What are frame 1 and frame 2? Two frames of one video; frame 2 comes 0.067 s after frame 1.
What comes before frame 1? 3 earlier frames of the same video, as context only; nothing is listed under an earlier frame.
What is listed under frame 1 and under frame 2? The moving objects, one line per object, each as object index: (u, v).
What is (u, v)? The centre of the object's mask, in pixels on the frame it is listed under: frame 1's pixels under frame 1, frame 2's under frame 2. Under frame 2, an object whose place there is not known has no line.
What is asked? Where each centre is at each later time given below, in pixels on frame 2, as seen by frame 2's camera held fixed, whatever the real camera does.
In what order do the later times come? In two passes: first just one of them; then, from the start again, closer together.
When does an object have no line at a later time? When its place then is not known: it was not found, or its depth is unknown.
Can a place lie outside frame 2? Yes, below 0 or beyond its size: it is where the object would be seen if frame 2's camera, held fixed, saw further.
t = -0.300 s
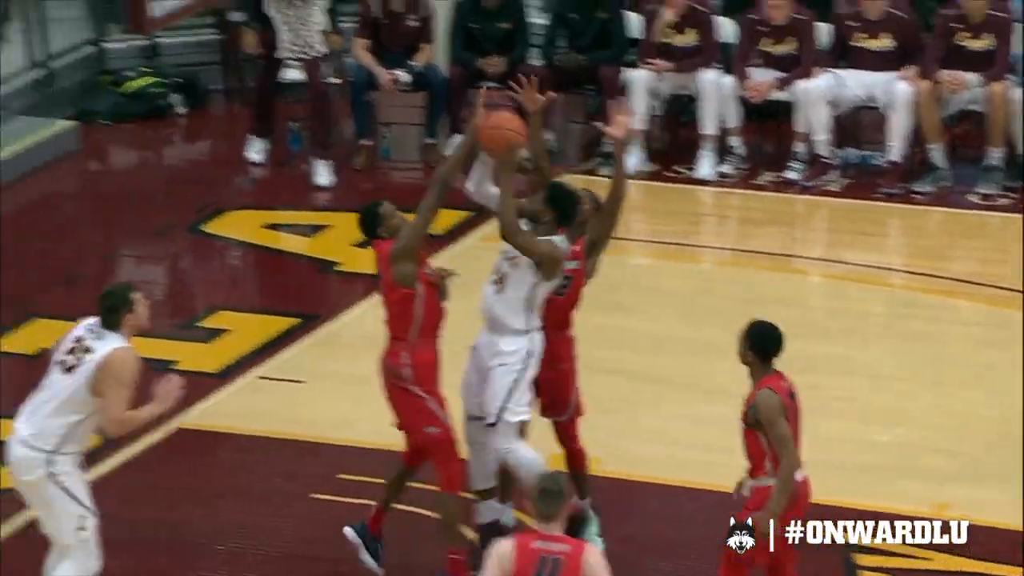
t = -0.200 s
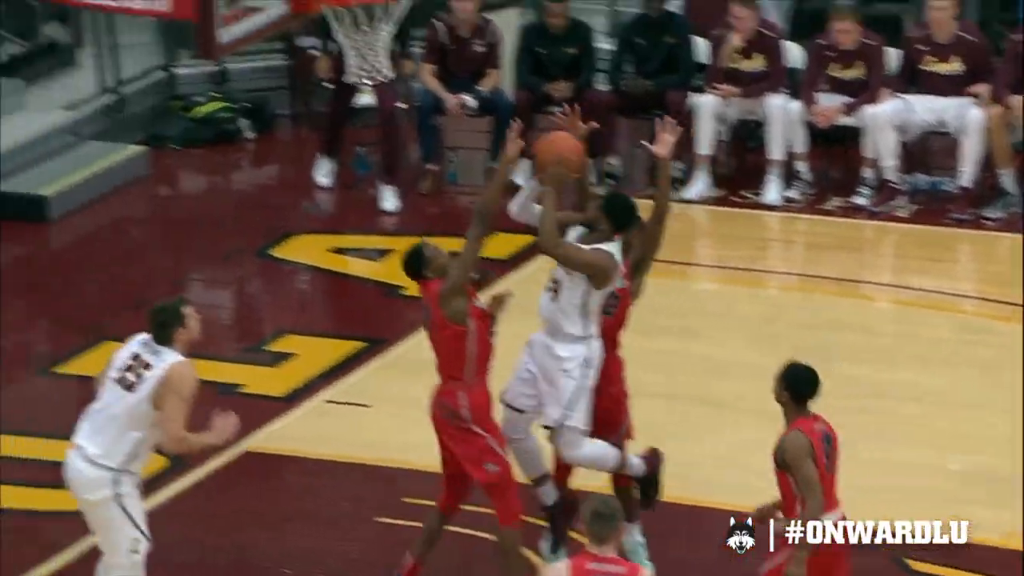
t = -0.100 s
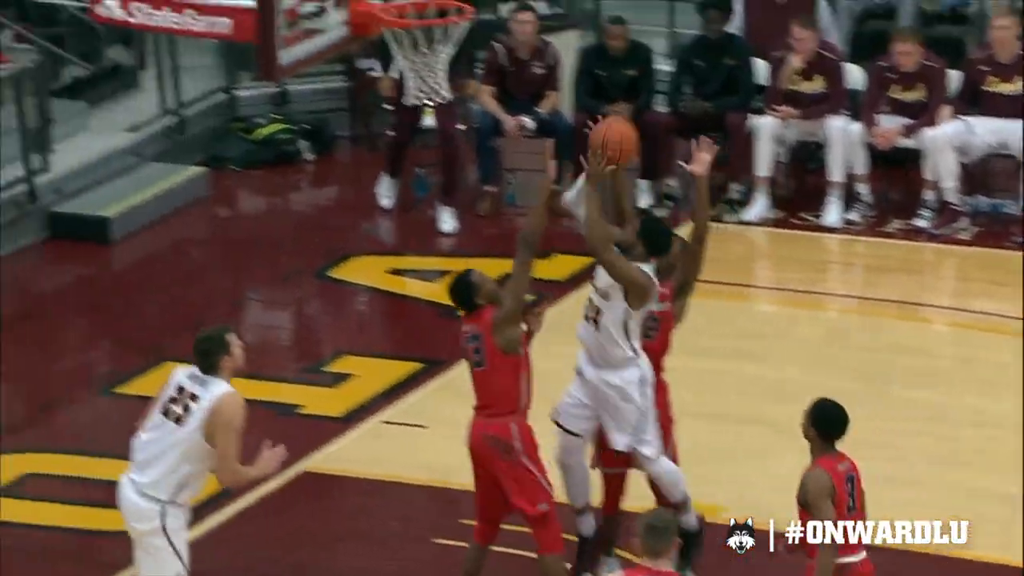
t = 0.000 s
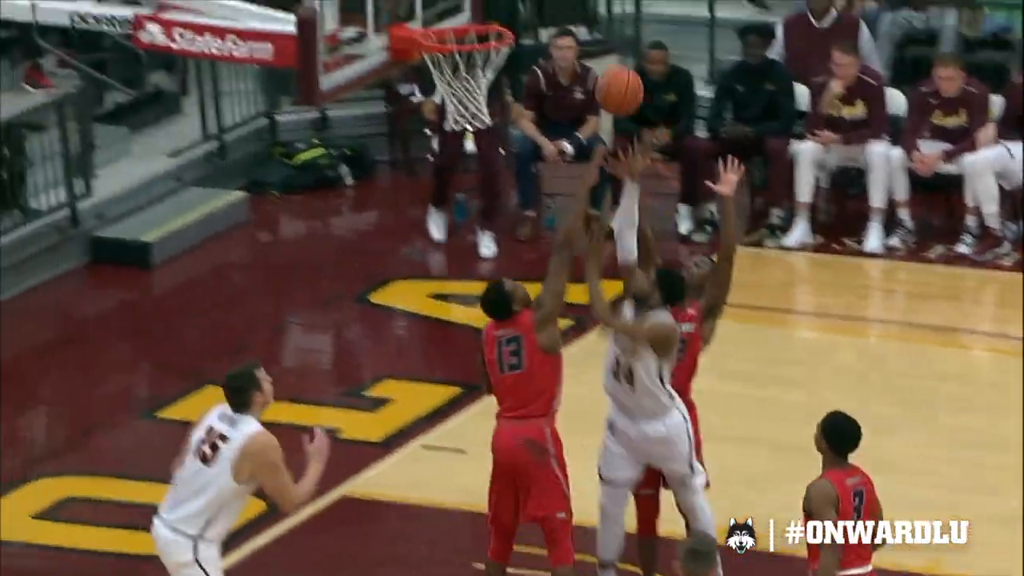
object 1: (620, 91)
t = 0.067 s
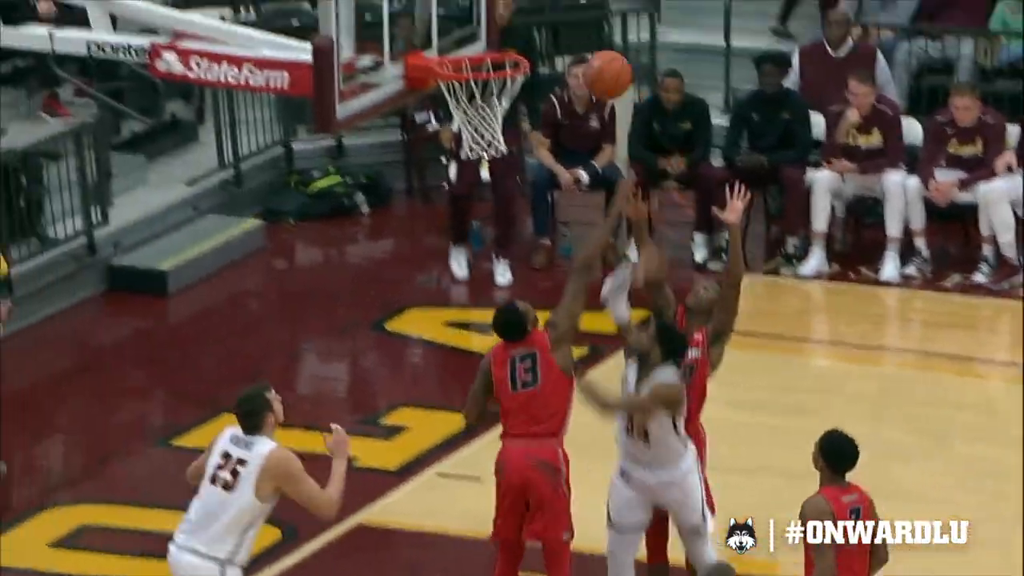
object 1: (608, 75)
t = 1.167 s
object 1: (502, 89)
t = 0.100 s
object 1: (594, 56)
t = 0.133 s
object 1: (581, 39)
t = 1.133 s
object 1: (499, 89)
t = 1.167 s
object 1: (502, 89)
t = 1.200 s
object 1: (511, 103)
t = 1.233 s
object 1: (513, 94)
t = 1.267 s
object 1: (515, 98)
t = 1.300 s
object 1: (512, 101)
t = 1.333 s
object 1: (514, 144)
